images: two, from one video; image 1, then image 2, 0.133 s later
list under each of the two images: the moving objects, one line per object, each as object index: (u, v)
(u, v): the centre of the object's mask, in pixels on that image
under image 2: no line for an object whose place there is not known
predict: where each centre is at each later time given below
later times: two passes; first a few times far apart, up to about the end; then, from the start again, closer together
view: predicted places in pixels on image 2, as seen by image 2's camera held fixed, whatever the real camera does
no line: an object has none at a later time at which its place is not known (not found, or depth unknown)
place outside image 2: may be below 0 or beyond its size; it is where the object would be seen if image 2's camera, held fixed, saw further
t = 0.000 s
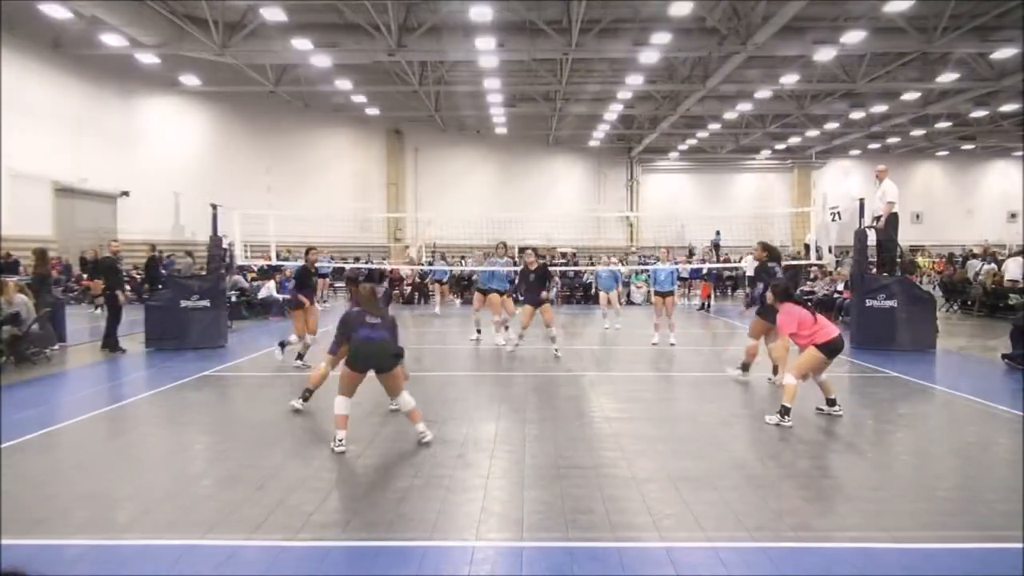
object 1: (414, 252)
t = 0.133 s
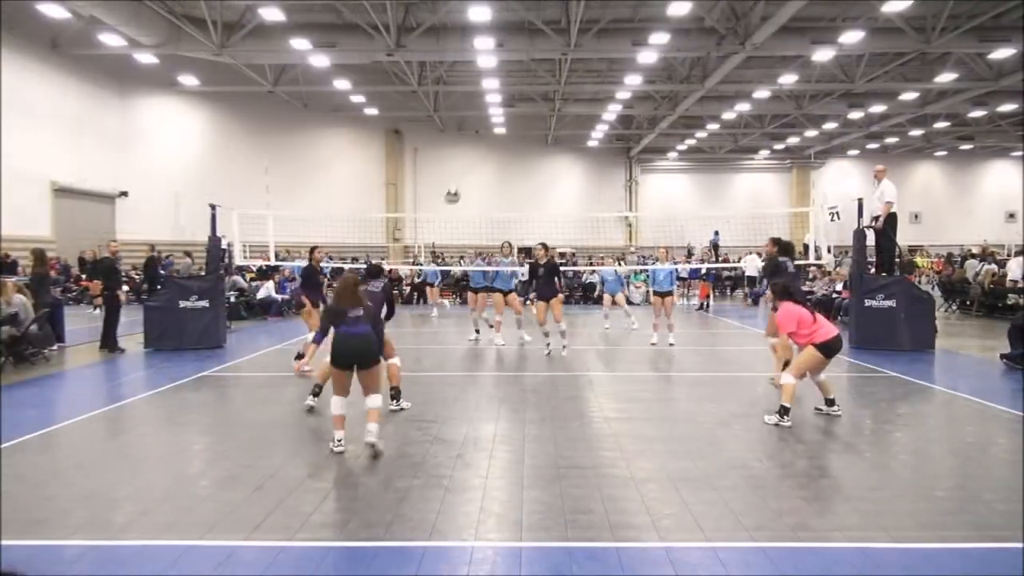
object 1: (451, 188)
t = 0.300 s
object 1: (494, 140)
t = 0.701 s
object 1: (586, 119)
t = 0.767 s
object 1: (601, 125)
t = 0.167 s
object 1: (460, 177)
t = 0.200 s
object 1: (467, 168)
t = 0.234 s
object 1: (477, 157)
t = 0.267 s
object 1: (486, 147)
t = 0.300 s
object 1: (494, 140)
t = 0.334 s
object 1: (505, 133)
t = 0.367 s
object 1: (512, 127)
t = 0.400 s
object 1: (519, 123)
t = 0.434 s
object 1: (527, 118)
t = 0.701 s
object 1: (586, 119)
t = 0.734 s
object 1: (594, 123)
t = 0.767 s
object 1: (601, 125)
